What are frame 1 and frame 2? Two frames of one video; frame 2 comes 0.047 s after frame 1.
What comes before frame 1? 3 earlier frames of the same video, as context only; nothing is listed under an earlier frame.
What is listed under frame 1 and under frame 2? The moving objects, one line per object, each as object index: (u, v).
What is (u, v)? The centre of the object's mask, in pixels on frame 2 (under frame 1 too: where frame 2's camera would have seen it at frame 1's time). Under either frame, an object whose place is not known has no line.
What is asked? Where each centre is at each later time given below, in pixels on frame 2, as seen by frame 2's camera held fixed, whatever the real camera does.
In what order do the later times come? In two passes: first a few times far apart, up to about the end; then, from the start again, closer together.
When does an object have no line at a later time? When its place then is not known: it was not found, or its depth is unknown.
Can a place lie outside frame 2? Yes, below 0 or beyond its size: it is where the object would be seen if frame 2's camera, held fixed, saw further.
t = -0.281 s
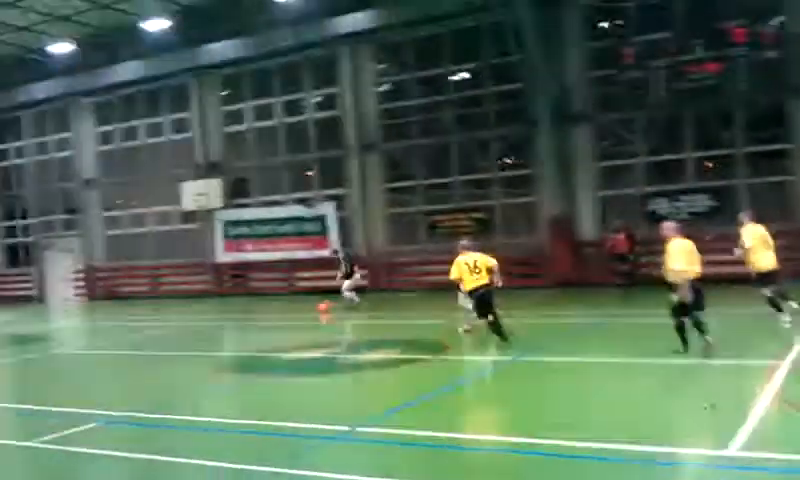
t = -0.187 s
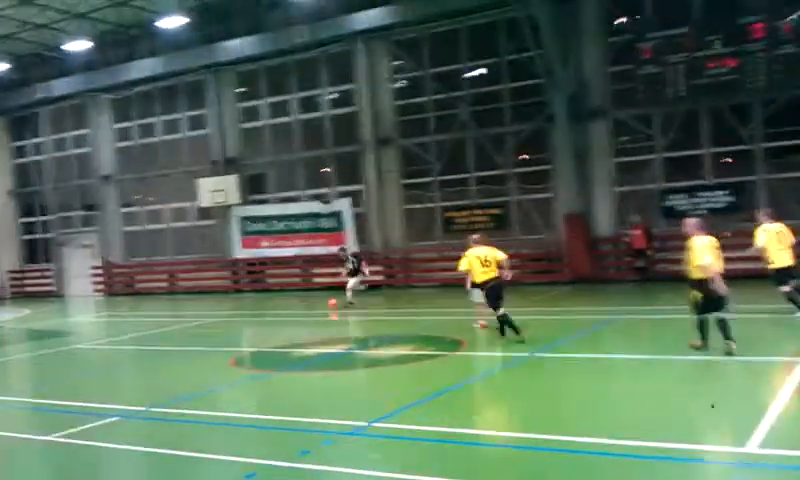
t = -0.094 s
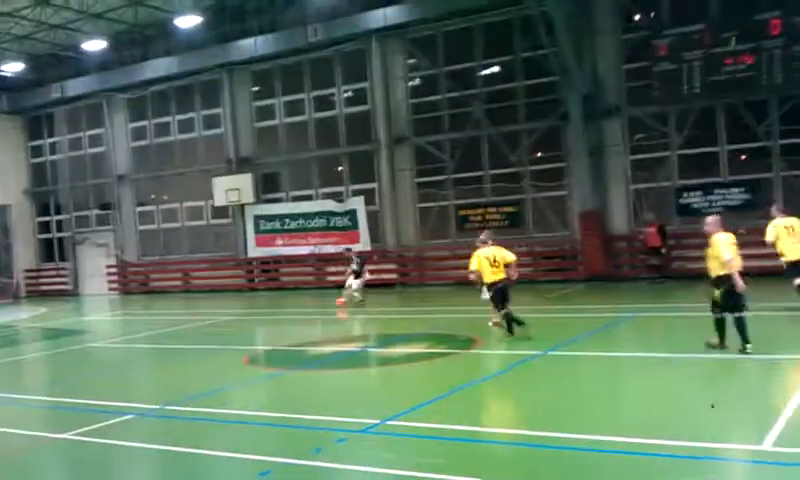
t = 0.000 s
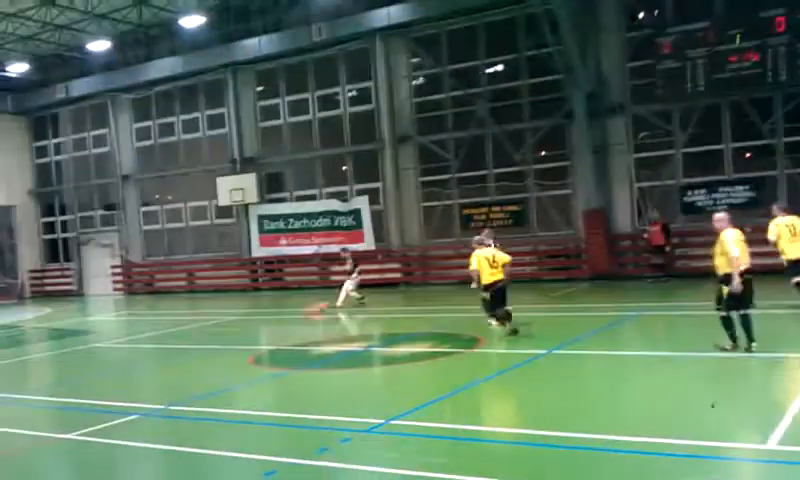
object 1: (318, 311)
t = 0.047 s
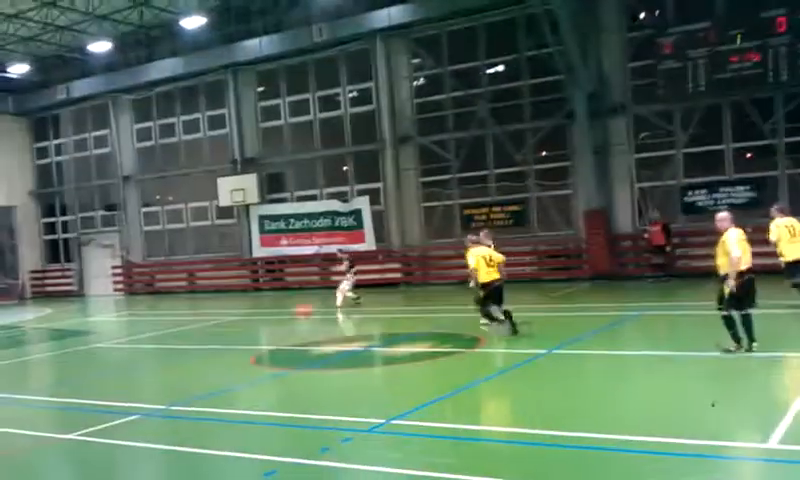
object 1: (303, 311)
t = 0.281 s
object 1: (224, 329)
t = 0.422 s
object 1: (187, 335)
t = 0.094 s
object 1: (291, 313)
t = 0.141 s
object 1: (271, 316)
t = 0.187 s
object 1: (254, 323)
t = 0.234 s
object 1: (237, 325)
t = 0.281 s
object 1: (224, 329)
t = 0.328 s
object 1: (205, 332)
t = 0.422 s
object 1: (187, 335)
